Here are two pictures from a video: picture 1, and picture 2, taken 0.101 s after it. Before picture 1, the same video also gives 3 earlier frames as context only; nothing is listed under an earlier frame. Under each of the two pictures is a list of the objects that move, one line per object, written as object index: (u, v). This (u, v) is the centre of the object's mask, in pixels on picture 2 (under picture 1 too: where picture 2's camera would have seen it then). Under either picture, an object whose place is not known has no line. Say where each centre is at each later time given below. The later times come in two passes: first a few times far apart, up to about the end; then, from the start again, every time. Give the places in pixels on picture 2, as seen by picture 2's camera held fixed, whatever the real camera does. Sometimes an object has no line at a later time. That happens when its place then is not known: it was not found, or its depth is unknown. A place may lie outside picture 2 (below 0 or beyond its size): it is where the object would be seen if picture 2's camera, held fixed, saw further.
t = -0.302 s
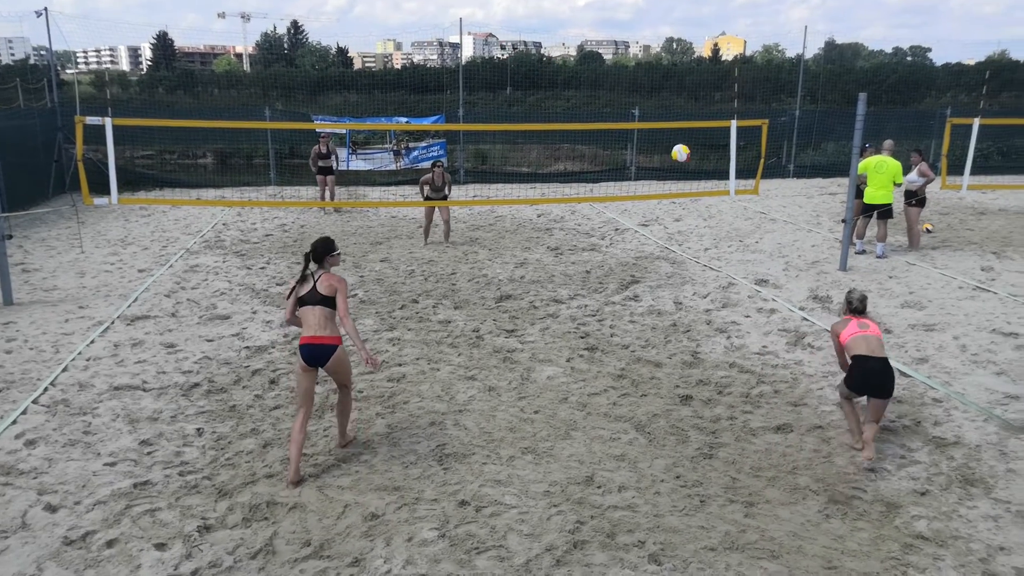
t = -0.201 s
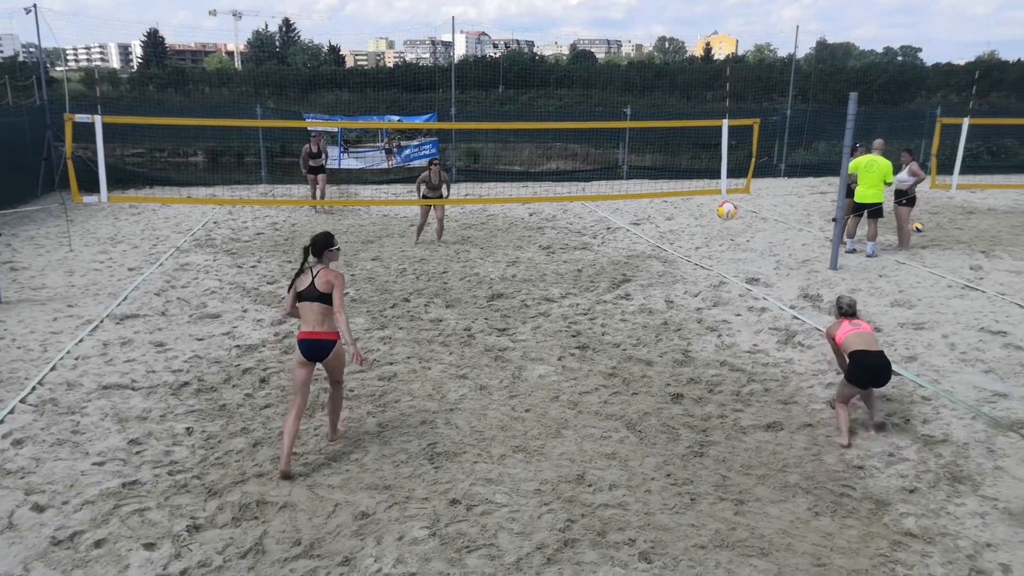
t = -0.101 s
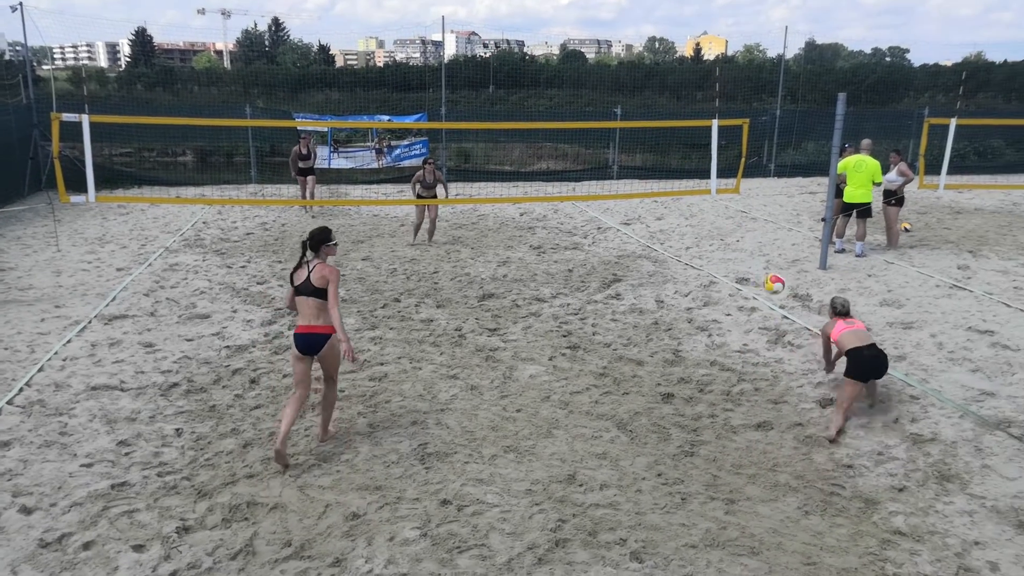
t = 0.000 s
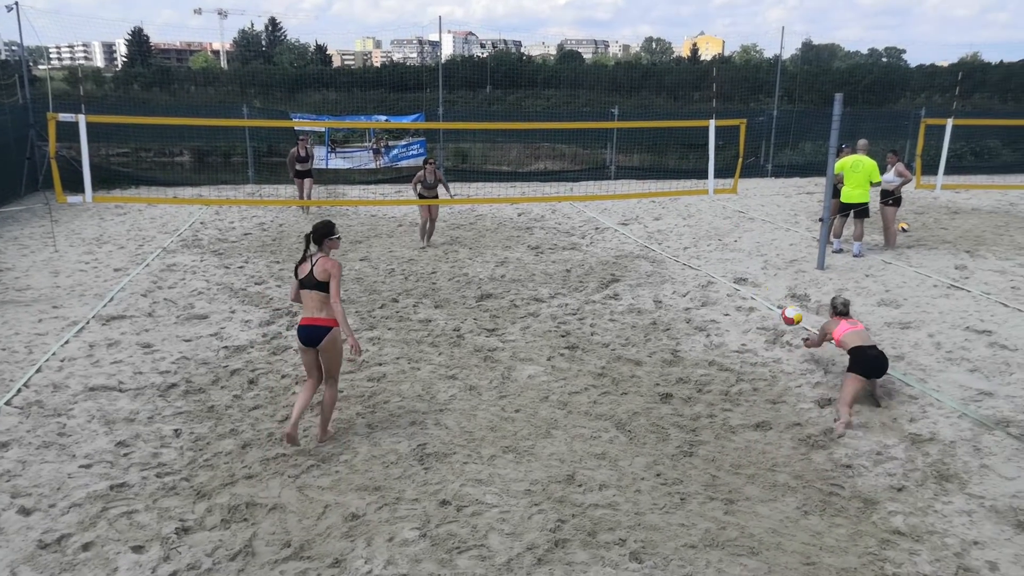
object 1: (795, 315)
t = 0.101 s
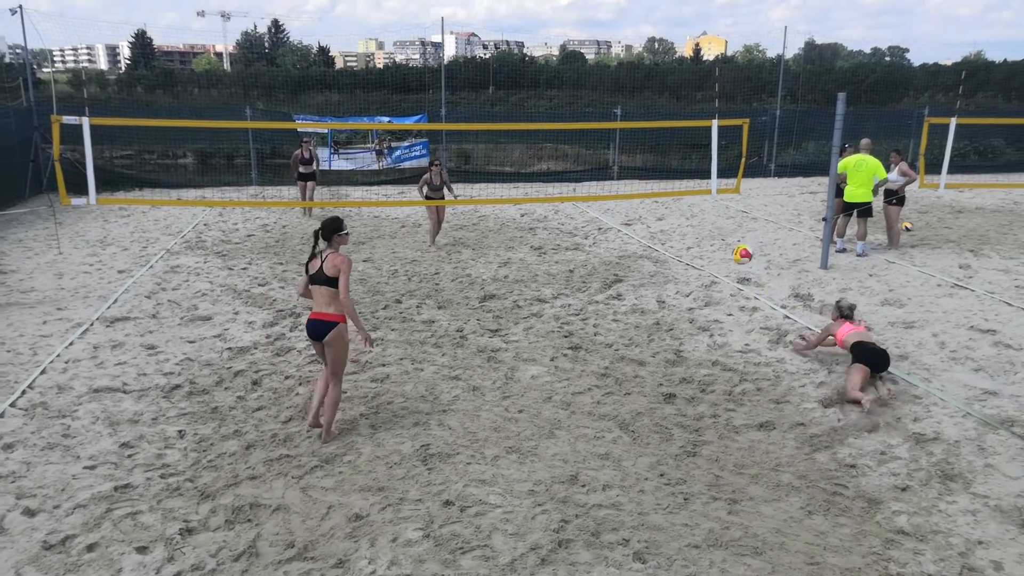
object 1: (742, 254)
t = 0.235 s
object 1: (675, 192)
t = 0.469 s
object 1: (570, 130)
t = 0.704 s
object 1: (477, 118)
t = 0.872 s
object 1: (437, 142)
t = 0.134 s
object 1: (725, 237)
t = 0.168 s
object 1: (708, 221)
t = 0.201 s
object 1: (692, 206)
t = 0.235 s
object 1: (675, 192)
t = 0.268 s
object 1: (659, 179)
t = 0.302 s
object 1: (643, 169)
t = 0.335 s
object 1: (628, 159)
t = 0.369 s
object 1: (613, 149)
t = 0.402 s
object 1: (598, 142)
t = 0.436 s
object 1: (584, 135)
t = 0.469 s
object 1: (570, 130)
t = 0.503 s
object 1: (556, 125)
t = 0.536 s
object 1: (542, 121)
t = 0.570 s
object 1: (528, 119)
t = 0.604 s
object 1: (515, 118)
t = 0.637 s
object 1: (502, 116)
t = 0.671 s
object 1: (490, 117)
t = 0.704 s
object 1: (477, 118)
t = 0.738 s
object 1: (466, 121)
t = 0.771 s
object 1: (453, 123)
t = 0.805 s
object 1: (444, 127)
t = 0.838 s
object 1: (440, 134)
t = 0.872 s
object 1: (437, 142)
